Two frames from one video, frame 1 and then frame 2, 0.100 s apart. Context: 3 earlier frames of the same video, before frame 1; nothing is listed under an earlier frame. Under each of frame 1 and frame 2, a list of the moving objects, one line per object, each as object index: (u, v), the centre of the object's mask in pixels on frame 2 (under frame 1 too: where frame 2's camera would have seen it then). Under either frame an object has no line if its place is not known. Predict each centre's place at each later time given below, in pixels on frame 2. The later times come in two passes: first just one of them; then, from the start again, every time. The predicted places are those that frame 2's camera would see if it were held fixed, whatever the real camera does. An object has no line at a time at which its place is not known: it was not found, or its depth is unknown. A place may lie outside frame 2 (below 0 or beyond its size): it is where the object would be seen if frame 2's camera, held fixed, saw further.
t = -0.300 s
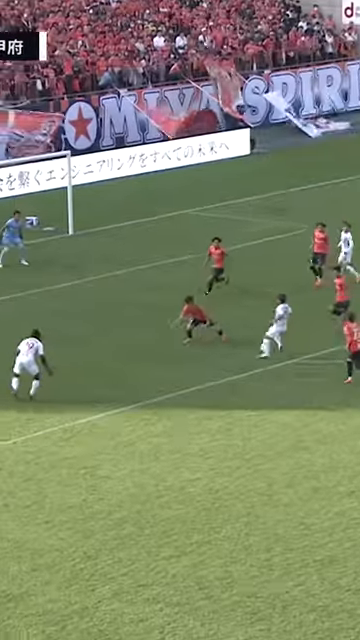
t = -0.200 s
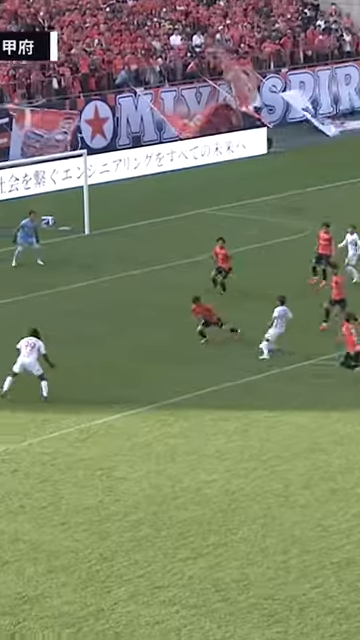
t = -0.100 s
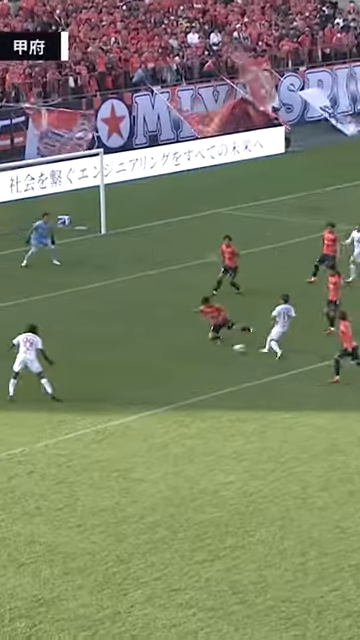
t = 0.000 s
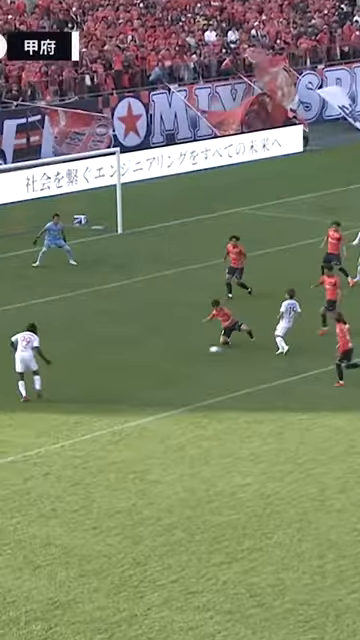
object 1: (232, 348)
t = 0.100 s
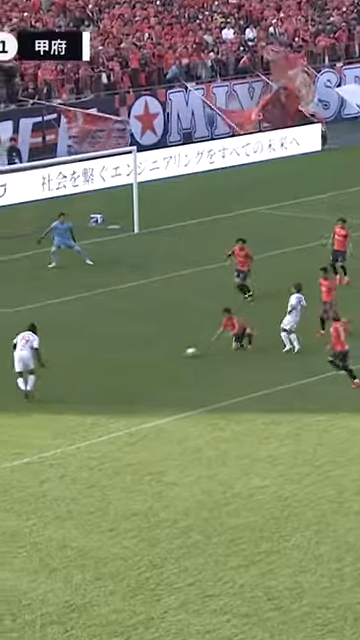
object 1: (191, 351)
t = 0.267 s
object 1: (130, 353)
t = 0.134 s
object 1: (178, 352)
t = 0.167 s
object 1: (166, 353)
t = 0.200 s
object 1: (154, 352)
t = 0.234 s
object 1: (142, 353)
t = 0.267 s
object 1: (130, 353)
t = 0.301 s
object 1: (118, 355)
